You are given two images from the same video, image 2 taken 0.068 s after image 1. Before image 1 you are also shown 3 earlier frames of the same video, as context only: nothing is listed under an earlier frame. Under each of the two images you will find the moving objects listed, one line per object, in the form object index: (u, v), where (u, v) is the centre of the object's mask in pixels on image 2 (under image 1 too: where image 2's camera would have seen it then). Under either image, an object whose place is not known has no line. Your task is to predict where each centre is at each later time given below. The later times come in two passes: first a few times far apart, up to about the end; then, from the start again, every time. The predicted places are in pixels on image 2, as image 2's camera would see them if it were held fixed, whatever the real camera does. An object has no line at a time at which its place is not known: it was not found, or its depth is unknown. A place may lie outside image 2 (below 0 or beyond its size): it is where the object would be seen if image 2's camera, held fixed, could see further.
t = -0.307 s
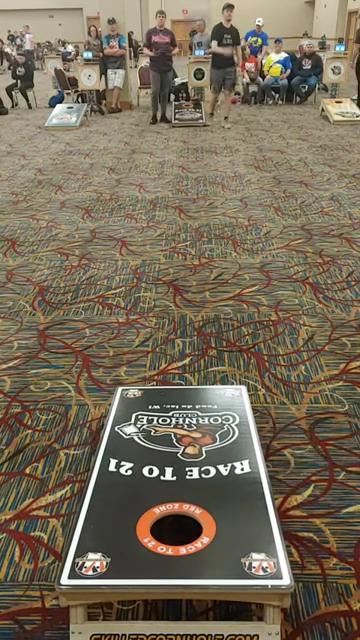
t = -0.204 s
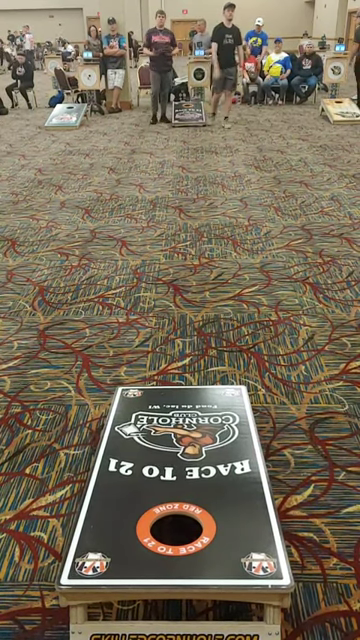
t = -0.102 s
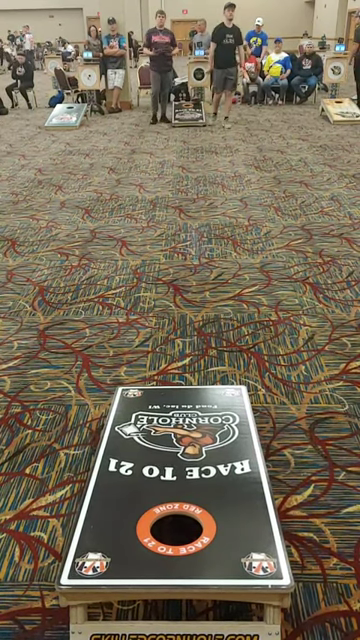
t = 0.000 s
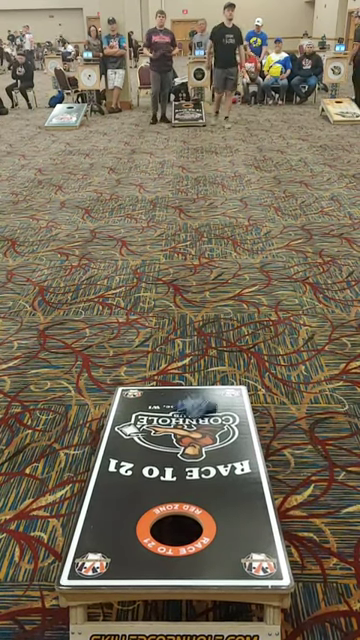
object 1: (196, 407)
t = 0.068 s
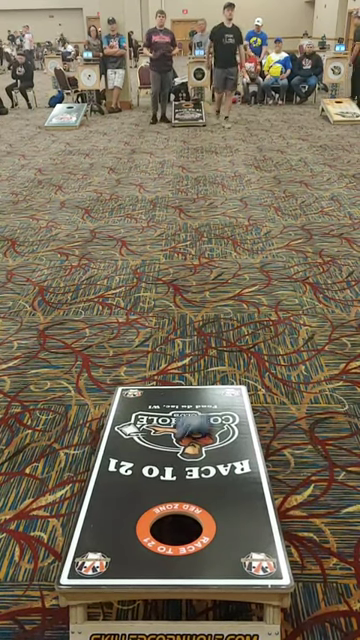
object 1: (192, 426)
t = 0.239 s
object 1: (190, 478)
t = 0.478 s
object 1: (189, 494)
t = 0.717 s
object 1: (189, 494)
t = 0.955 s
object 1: (189, 493)
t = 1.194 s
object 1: (189, 493)
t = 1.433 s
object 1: (189, 493)
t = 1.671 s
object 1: (189, 493)
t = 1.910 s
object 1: (189, 494)
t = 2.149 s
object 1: (189, 494)
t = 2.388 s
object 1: (189, 494)
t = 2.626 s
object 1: (189, 494)
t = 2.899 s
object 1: (189, 492)
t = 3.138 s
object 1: (189, 492)
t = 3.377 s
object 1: (189, 492)
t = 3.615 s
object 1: (189, 492)
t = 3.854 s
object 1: (189, 492)
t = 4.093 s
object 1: (189, 492)
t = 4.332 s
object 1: (189, 492)
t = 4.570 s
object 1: (196, 488)
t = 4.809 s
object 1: (191, 498)
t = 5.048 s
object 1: (191, 498)
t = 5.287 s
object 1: (191, 498)
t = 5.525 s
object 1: (191, 498)
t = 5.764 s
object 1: (191, 498)
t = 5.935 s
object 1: (191, 498)
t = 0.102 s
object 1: (193, 435)
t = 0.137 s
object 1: (193, 445)
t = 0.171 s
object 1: (190, 455)
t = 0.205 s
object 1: (190, 471)
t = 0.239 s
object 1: (190, 478)
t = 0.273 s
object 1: (189, 483)
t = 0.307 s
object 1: (189, 487)
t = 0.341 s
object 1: (189, 490)
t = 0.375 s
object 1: (189, 492)
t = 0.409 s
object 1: (189, 493)
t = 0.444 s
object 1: (189, 493)
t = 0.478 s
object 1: (189, 494)
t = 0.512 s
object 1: (189, 494)
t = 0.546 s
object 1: (189, 494)
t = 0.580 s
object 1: (189, 494)
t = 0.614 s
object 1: (189, 494)
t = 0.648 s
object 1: (189, 494)
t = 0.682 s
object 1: (189, 494)
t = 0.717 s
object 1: (189, 494)
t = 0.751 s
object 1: (189, 494)
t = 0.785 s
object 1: (189, 494)
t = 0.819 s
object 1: (189, 494)
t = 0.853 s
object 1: (189, 494)
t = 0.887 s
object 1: (189, 494)
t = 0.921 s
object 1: (189, 493)
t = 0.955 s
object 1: (189, 493)
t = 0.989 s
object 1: (189, 493)
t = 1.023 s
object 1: (189, 493)
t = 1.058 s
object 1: (189, 493)
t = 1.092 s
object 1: (189, 493)
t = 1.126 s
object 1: (189, 493)
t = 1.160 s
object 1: (189, 493)
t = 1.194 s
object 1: (189, 493)
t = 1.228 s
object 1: (189, 493)
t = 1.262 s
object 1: (189, 493)
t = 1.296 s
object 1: (189, 493)
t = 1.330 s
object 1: (189, 493)
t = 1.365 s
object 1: (189, 493)
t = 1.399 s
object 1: (189, 493)
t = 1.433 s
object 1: (189, 493)
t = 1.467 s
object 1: (189, 493)
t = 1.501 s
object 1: (189, 493)
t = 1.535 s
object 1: (189, 493)
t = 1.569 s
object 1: (189, 493)
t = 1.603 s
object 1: (189, 493)
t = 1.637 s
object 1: (189, 493)
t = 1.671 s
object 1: (189, 493)
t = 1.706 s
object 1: (189, 493)
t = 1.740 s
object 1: (189, 493)
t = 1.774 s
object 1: (189, 493)
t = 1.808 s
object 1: (189, 493)
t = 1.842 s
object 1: (189, 493)
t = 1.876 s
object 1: (189, 493)
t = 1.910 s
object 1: (189, 494)
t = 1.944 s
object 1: (189, 494)
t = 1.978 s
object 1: (189, 494)
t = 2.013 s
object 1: (189, 494)
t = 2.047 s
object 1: (189, 494)
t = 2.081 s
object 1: (189, 494)
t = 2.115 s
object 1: (189, 494)
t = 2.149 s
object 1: (189, 494)
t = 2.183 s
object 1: (189, 494)
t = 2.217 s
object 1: (189, 494)
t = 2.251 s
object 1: (189, 494)
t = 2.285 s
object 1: (189, 494)
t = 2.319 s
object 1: (189, 494)
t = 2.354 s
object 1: (189, 494)
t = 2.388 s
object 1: (189, 494)
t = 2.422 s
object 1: (189, 494)
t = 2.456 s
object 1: (189, 494)
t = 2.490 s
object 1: (189, 494)
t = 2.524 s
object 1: (189, 494)
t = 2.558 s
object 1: (189, 494)
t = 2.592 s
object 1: (189, 494)
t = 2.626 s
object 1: (189, 494)
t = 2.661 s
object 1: (189, 494)
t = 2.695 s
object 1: (189, 494)
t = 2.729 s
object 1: (189, 494)
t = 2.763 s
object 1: (189, 494)
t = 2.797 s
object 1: (189, 494)
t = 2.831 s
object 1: (189, 493)
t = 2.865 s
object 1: (189, 492)
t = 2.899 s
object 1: (189, 492)
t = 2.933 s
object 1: (189, 492)
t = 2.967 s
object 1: (189, 492)
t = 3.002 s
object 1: (189, 492)
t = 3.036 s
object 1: (189, 492)
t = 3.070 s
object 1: (189, 492)
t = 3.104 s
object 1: (189, 492)
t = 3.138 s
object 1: (189, 492)
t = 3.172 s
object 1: (189, 492)
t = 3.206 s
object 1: (189, 492)
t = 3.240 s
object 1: (189, 492)
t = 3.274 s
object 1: (189, 492)
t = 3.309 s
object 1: (189, 492)
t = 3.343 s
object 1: (189, 492)
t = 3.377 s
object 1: (189, 492)
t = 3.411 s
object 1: (189, 492)
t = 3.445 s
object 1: (189, 492)
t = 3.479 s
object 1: (189, 492)
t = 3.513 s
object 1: (189, 492)
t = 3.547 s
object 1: (189, 492)
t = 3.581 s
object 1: (189, 492)
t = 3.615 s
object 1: (189, 492)
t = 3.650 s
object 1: (189, 492)
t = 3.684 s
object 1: (189, 492)
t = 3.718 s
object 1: (189, 492)
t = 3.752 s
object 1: (189, 492)
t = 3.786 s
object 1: (189, 492)
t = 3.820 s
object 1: (189, 492)
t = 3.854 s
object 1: (189, 492)
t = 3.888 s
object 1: (189, 492)
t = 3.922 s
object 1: (189, 492)
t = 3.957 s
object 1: (189, 492)
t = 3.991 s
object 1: (189, 492)
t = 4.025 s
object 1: (189, 492)
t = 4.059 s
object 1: (189, 492)
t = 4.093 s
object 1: (189, 492)
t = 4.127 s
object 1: (189, 492)
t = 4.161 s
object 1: (189, 492)
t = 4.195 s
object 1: (189, 492)
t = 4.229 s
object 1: (189, 492)
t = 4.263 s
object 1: (189, 492)
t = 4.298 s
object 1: (189, 492)
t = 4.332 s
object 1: (189, 492)
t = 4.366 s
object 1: (189, 492)
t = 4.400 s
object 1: (189, 492)
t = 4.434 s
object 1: (189, 492)
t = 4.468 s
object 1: (201, 484)
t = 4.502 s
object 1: (199, 485)
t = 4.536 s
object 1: (198, 484)
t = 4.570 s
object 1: (196, 488)
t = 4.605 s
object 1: (196, 490)
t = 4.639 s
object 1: (193, 490)
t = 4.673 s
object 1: (192, 491)
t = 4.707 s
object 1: (191, 492)
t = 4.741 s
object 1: (191, 492)
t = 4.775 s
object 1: (191, 498)
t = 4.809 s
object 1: (191, 498)
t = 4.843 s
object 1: (191, 498)
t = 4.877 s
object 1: (191, 498)
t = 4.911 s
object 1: (191, 498)
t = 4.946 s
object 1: (191, 498)
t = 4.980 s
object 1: (191, 498)
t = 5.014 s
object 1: (191, 498)
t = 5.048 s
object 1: (191, 498)
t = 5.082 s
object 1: (191, 498)
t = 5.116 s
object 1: (191, 498)
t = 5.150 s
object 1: (191, 498)
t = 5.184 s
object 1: (191, 498)
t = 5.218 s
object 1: (191, 498)
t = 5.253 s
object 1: (191, 498)
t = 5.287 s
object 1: (191, 498)
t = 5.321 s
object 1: (191, 498)
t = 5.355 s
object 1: (191, 498)
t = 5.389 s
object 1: (191, 498)
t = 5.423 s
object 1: (191, 498)
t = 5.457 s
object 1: (191, 498)
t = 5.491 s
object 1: (191, 498)
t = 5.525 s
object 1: (191, 498)
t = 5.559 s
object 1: (191, 498)
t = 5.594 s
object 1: (191, 498)
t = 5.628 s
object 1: (191, 498)
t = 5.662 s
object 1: (191, 498)
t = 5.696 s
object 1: (191, 498)
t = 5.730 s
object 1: (191, 498)
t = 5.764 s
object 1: (191, 498)
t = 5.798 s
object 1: (191, 498)
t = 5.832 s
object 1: (191, 498)
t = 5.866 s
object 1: (191, 498)
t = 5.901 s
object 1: (191, 498)
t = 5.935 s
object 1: (191, 498)
